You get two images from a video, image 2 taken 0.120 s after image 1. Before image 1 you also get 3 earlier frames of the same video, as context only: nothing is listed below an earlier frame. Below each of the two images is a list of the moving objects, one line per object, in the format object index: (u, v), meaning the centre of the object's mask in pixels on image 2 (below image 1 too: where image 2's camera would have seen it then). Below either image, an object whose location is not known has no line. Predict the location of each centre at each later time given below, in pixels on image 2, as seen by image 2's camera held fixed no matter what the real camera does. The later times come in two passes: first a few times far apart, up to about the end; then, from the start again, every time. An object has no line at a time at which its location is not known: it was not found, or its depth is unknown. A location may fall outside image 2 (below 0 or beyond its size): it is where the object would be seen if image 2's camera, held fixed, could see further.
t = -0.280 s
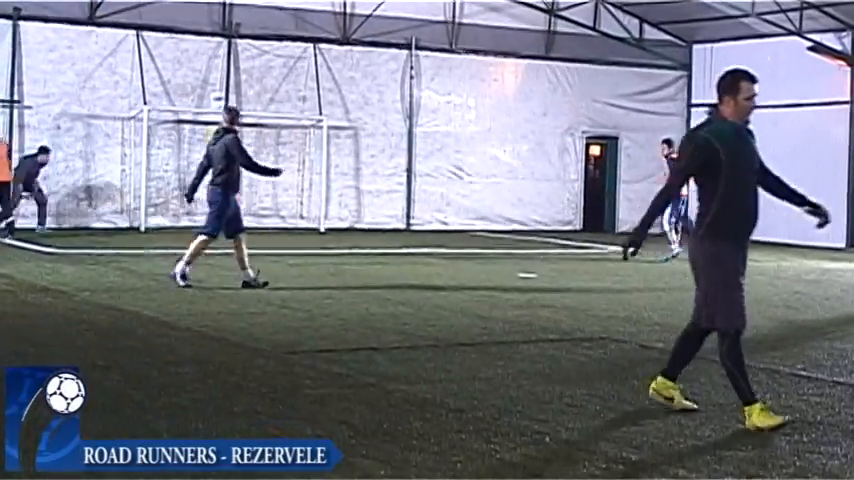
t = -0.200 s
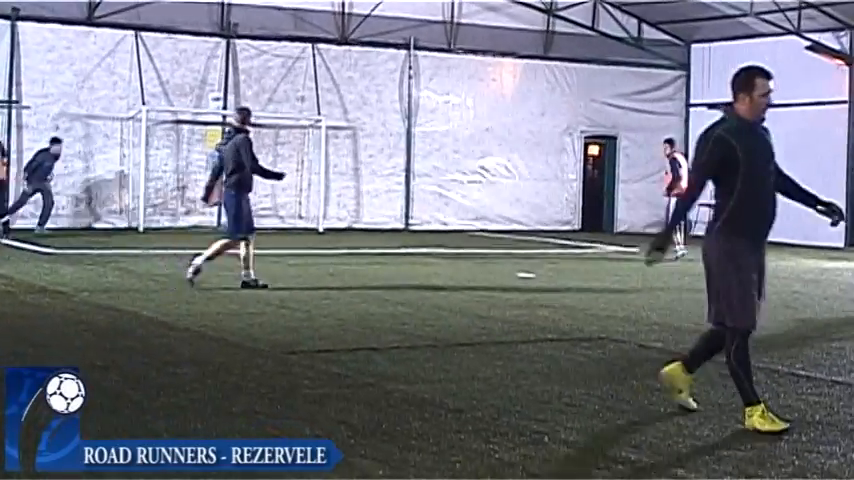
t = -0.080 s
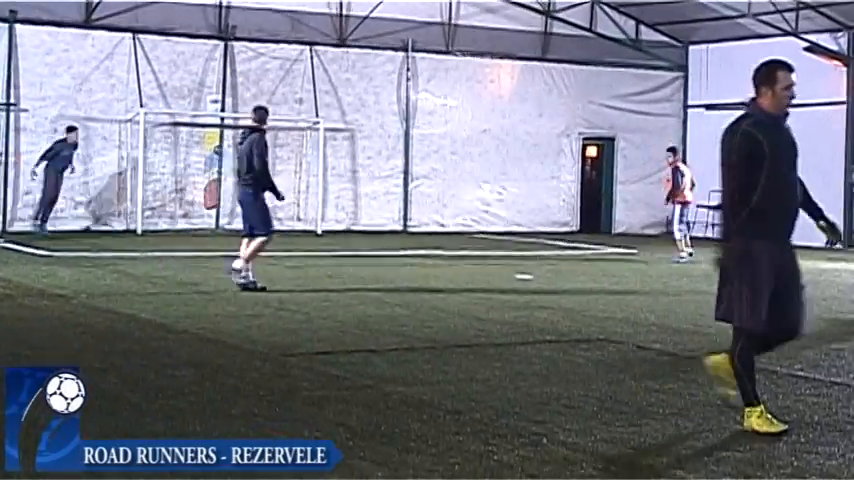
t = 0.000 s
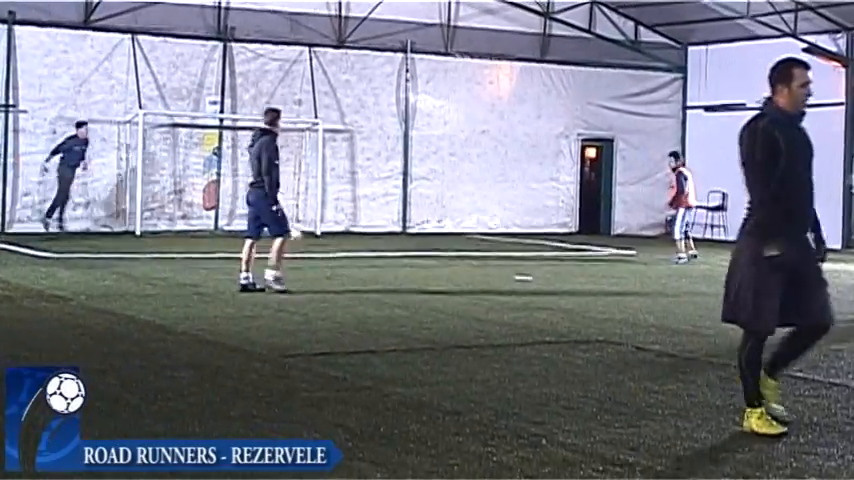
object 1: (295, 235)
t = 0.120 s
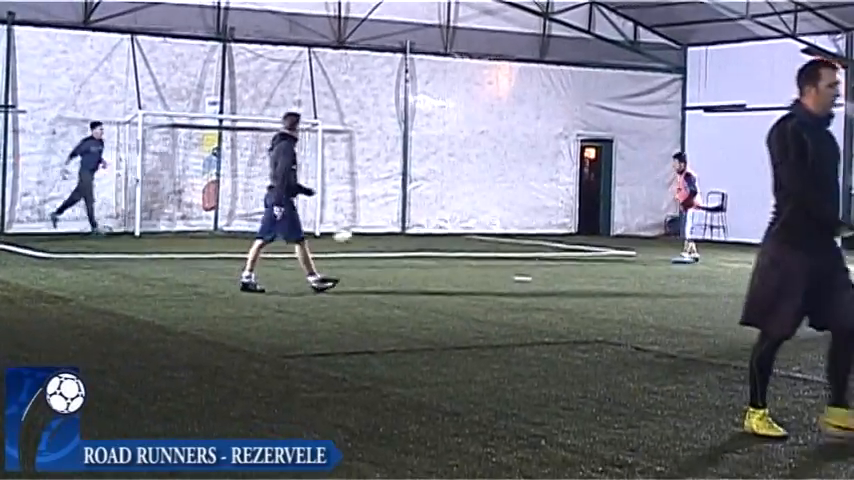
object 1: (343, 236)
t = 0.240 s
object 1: (390, 235)
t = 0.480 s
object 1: (483, 242)
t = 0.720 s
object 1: (575, 245)
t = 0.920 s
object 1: (650, 248)
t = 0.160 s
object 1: (358, 235)
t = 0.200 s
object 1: (374, 235)
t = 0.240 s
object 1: (390, 235)
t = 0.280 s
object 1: (406, 237)
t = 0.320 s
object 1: (421, 240)
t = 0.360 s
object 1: (436, 243)
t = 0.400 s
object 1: (453, 244)
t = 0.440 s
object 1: (467, 242)
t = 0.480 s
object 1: (483, 242)
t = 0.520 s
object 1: (499, 243)
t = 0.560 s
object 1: (514, 245)
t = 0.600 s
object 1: (530, 247)
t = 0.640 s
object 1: (545, 245)
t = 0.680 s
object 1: (561, 245)
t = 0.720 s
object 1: (575, 245)
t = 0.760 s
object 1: (590, 245)
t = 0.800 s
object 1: (606, 246)
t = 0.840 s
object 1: (619, 246)
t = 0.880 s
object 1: (635, 246)
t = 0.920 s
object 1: (650, 248)
